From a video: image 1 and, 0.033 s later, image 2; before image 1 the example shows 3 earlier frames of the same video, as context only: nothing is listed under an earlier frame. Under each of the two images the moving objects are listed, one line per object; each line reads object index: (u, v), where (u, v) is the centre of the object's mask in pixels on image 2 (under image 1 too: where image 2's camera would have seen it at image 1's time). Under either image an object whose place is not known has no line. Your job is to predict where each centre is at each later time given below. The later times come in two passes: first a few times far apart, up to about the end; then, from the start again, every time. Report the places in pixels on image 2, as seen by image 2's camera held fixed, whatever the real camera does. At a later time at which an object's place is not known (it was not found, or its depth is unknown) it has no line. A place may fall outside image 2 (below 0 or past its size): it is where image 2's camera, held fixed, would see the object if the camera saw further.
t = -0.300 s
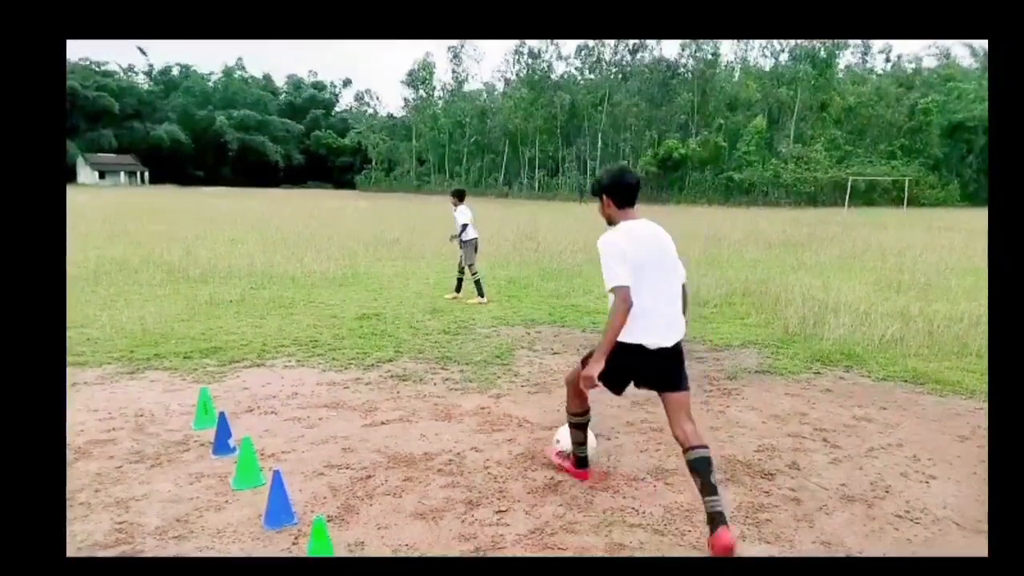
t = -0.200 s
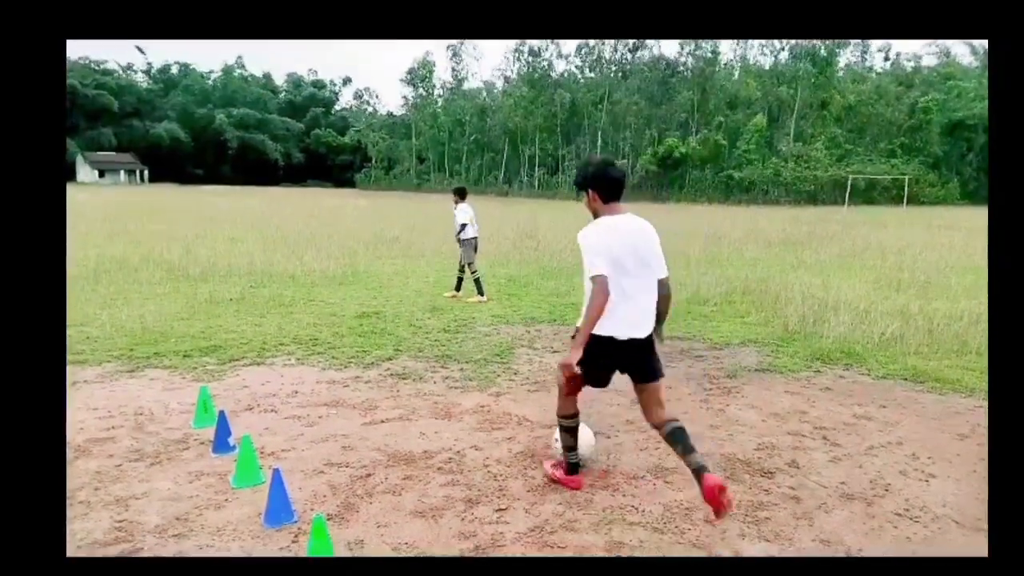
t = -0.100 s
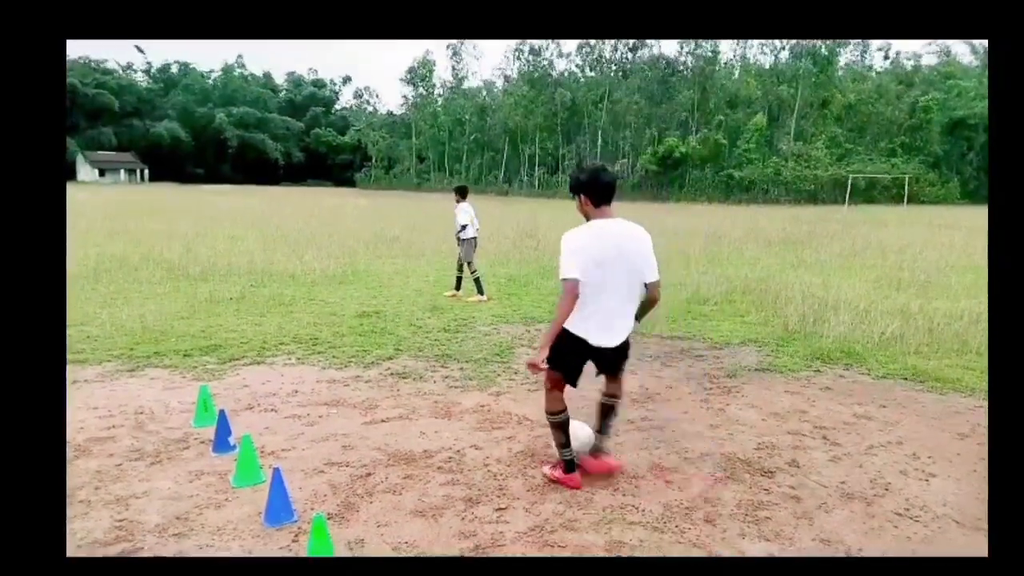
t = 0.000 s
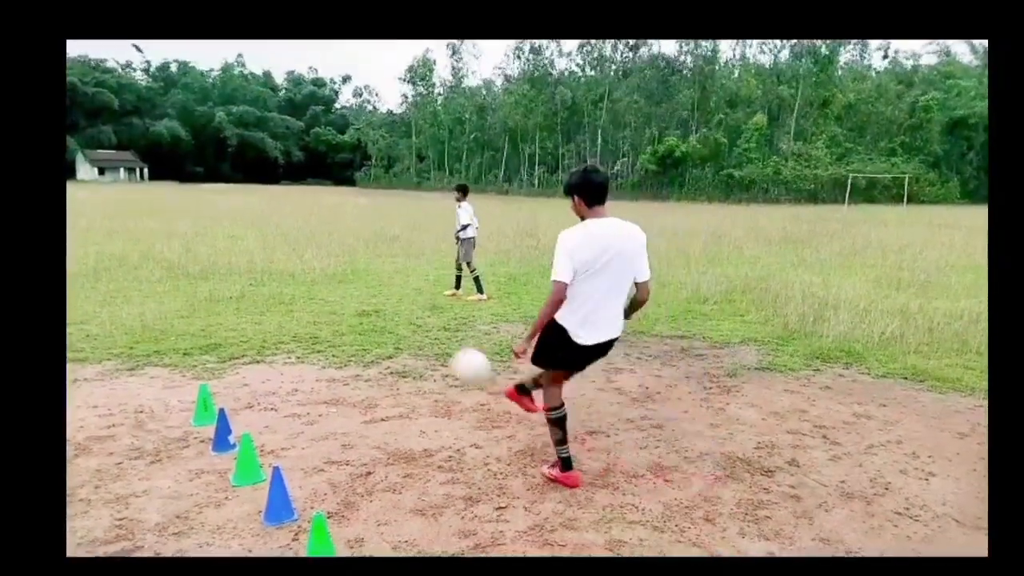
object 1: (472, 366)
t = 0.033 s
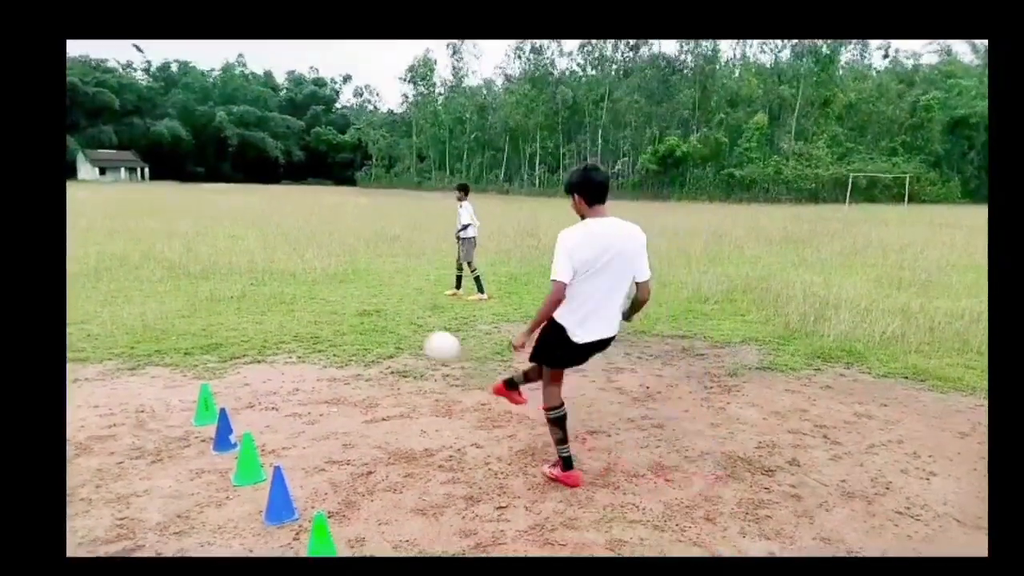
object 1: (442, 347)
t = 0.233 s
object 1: (332, 297)
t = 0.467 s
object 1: (277, 266)
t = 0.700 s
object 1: (253, 254)
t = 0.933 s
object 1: (243, 246)
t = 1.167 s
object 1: (236, 239)
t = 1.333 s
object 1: (232, 234)
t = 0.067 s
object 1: (417, 332)
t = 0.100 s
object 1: (395, 321)
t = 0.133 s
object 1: (376, 311)
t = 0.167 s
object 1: (361, 305)
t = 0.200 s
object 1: (344, 300)
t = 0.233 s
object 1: (332, 297)
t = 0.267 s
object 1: (321, 296)
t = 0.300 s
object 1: (311, 294)
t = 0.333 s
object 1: (302, 286)
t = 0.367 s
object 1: (295, 279)
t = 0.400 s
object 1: (288, 274)
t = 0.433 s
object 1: (282, 270)
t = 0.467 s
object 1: (277, 266)
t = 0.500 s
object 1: (272, 265)
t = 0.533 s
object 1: (268, 263)
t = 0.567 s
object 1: (264, 263)
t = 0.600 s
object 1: (261, 261)
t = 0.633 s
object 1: (259, 258)
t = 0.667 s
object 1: (256, 255)
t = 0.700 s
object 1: (253, 254)
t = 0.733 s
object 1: (251, 253)
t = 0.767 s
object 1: (250, 252)
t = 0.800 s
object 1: (248, 249)
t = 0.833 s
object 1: (247, 248)
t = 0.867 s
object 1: (245, 247)
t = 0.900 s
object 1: (244, 246)
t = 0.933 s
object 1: (243, 246)
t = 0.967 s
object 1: (242, 244)
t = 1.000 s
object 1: (241, 243)
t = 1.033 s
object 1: (241, 243)
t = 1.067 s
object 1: (239, 242)
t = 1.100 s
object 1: (238, 241)
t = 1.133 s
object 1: (237, 240)
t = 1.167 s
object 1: (236, 239)
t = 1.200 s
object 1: (235, 238)
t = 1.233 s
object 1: (235, 238)
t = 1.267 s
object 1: (234, 237)
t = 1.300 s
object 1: (233, 235)
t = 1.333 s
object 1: (232, 234)
